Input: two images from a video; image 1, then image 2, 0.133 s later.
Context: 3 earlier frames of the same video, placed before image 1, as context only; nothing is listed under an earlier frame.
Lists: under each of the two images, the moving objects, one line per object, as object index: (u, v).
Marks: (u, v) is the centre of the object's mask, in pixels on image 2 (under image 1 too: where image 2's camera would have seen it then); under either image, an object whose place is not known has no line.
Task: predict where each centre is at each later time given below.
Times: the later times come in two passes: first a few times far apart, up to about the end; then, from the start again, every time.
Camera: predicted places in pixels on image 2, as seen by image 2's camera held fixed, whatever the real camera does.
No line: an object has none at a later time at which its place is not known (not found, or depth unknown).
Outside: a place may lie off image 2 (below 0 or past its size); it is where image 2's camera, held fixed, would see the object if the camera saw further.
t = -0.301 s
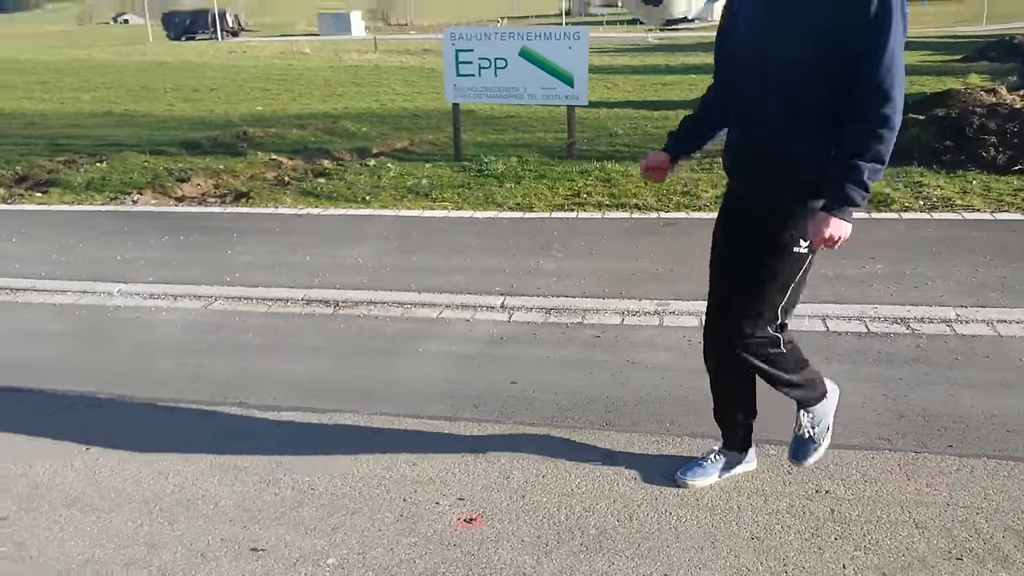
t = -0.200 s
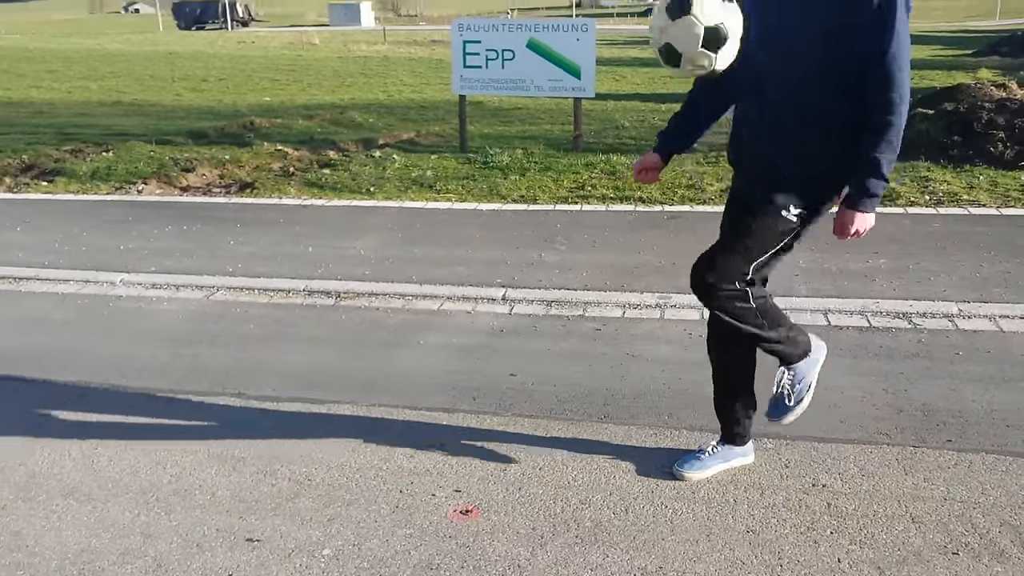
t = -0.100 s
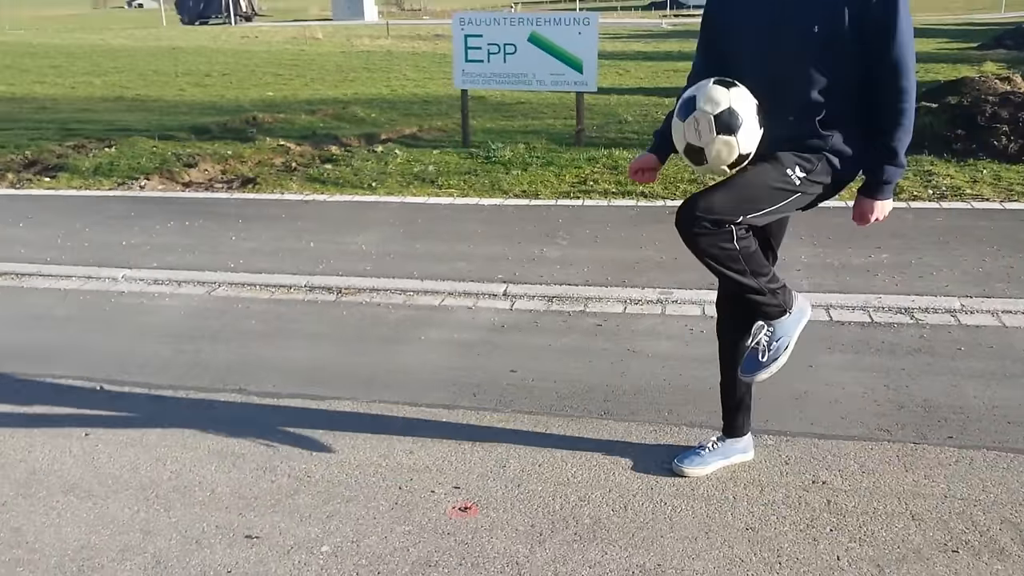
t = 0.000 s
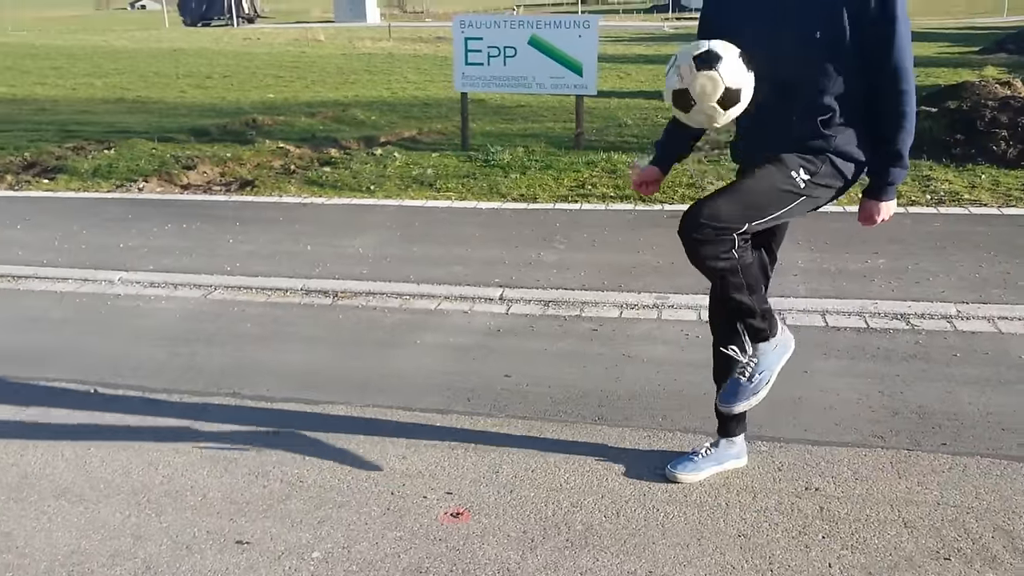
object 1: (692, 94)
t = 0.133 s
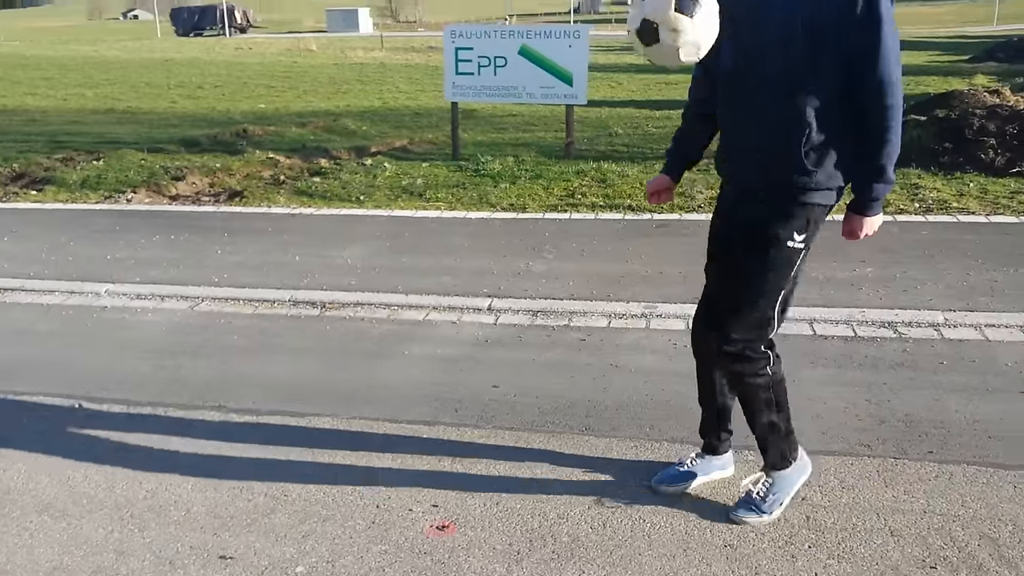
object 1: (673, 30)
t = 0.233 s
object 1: (654, 24)
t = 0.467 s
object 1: (616, 147)
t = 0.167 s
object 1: (667, 26)
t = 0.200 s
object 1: (660, 24)
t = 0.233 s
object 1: (654, 24)
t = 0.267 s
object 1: (648, 27)
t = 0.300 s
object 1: (642, 32)
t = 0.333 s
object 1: (635, 47)
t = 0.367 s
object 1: (631, 67)
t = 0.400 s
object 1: (625, 88)
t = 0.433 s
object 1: (620, 117)
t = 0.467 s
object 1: (616, 147)
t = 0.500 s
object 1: (610, 181)
